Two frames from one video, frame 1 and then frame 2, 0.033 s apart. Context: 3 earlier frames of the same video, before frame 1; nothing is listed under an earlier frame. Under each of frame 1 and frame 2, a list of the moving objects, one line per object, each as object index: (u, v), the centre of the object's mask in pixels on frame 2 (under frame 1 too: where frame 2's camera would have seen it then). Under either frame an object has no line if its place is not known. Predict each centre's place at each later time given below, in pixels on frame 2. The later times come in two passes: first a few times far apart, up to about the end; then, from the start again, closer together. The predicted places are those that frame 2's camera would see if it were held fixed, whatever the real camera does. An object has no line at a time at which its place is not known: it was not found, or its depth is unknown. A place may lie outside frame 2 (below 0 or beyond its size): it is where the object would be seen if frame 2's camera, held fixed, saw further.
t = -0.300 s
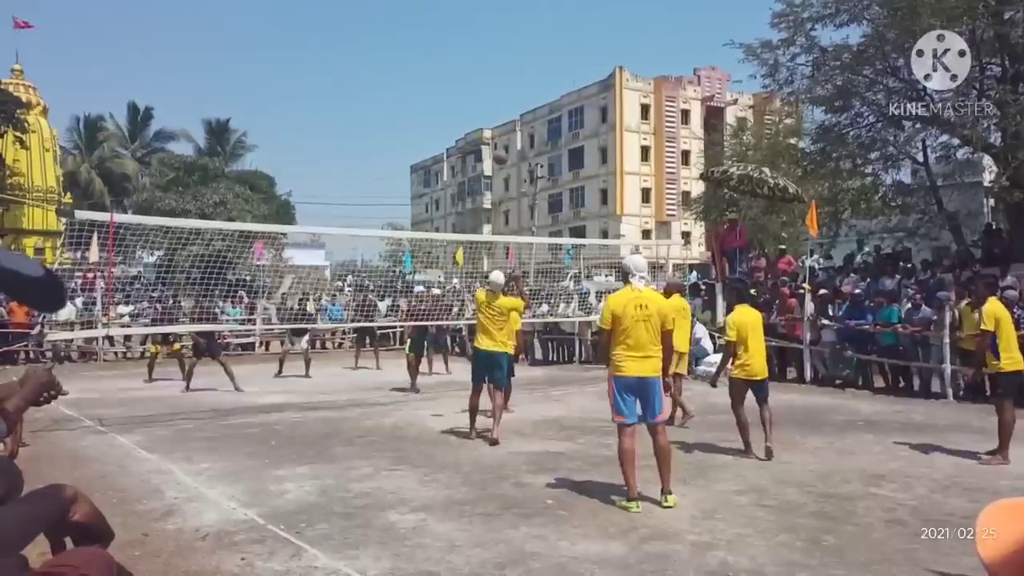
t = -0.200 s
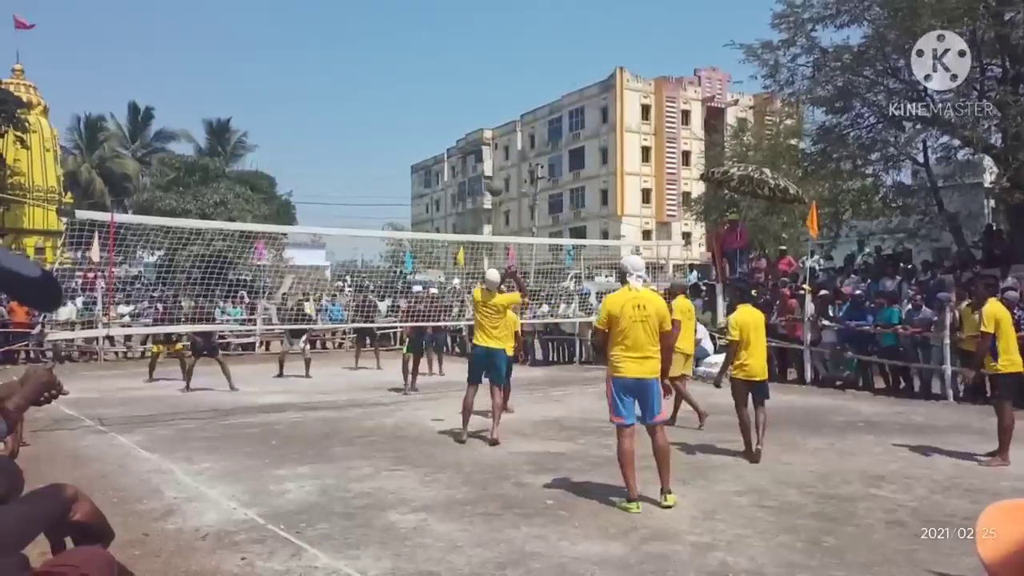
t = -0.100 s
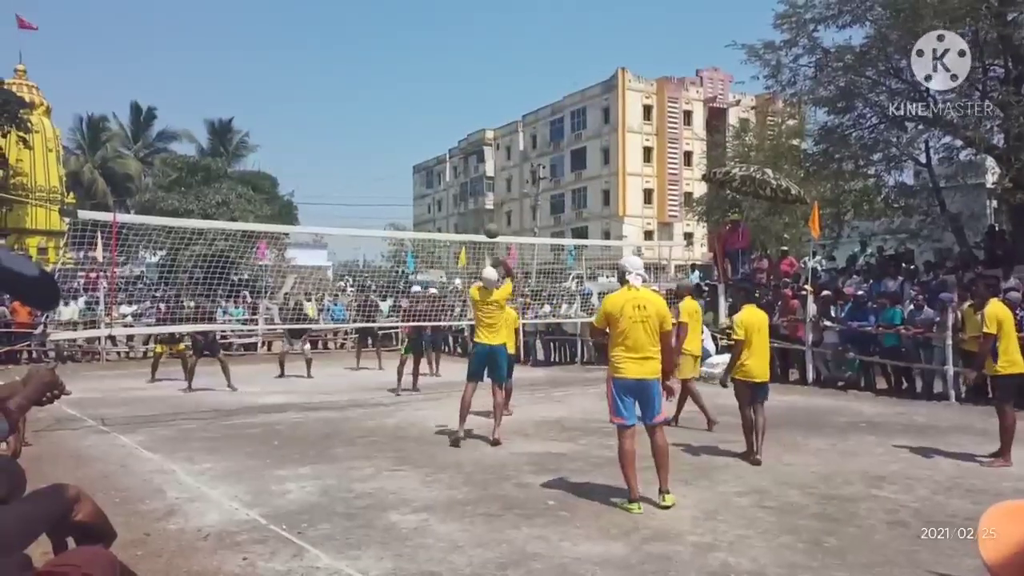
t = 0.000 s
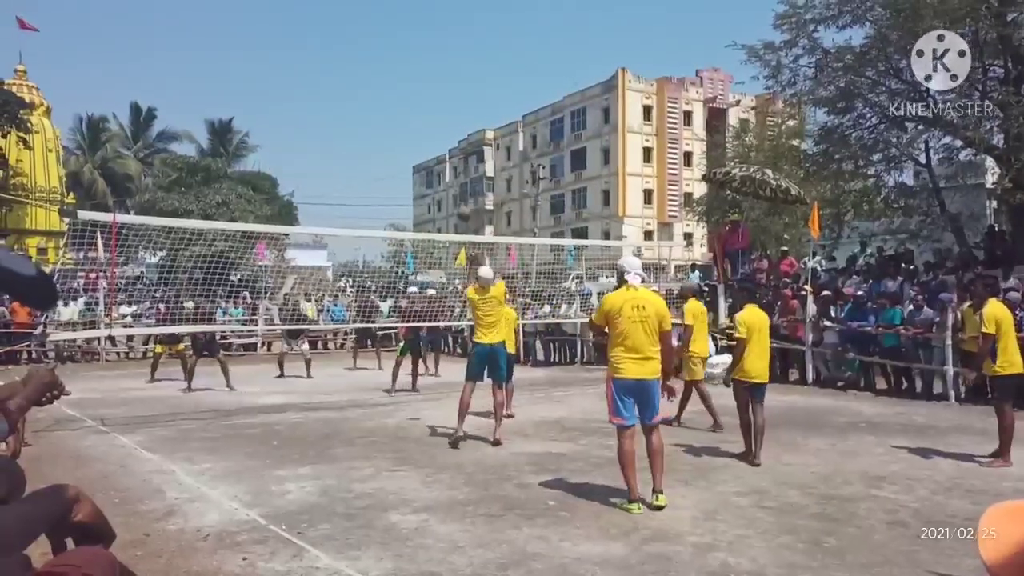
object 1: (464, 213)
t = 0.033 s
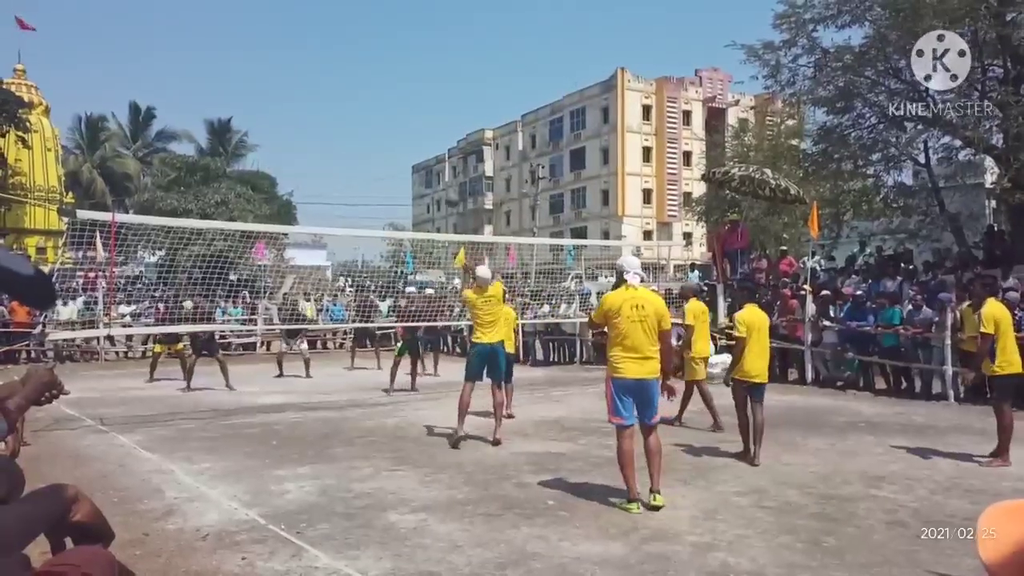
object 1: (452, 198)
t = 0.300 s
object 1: (378, 147)
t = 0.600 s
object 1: (319, 158)
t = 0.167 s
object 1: (411, 164)
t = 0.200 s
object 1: (402, 158)
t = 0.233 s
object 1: (394, 153)
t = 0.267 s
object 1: (386, 149)
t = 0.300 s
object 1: (378, 147)
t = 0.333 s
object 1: (370, 145)
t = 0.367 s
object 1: (363, 144)
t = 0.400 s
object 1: (356, 144)
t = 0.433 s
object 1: (349, 145)
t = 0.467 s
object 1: (342, 146)
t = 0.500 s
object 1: (336, 148)
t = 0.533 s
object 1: (330, 151)
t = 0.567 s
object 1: (325, 154)
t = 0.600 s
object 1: (319, 158)
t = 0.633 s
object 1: (314, 162)
